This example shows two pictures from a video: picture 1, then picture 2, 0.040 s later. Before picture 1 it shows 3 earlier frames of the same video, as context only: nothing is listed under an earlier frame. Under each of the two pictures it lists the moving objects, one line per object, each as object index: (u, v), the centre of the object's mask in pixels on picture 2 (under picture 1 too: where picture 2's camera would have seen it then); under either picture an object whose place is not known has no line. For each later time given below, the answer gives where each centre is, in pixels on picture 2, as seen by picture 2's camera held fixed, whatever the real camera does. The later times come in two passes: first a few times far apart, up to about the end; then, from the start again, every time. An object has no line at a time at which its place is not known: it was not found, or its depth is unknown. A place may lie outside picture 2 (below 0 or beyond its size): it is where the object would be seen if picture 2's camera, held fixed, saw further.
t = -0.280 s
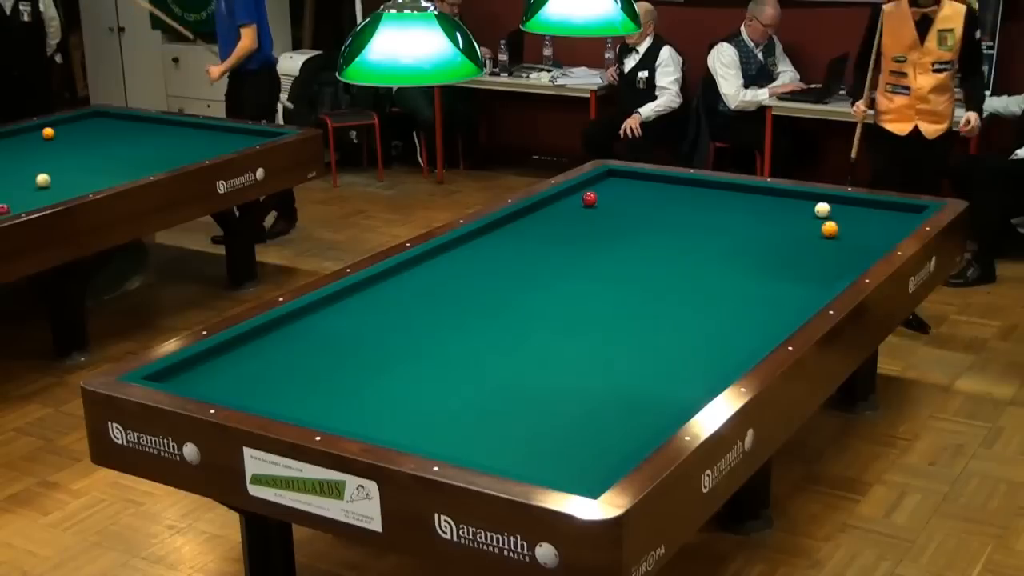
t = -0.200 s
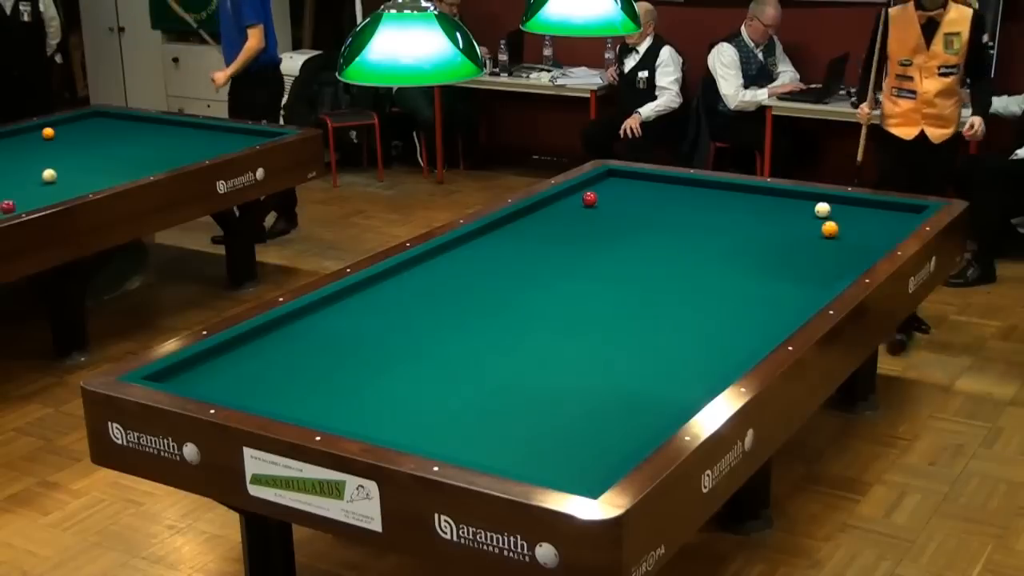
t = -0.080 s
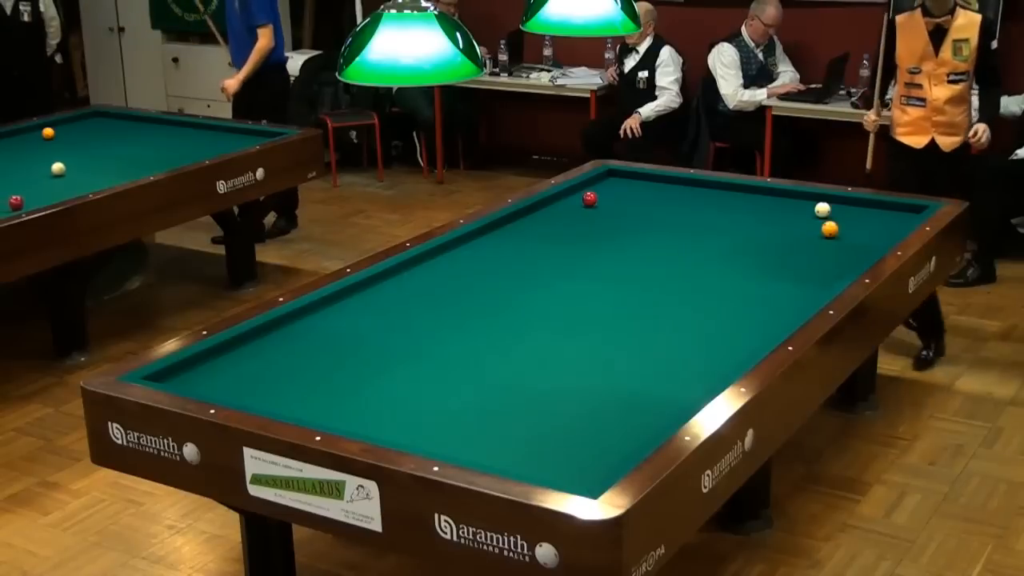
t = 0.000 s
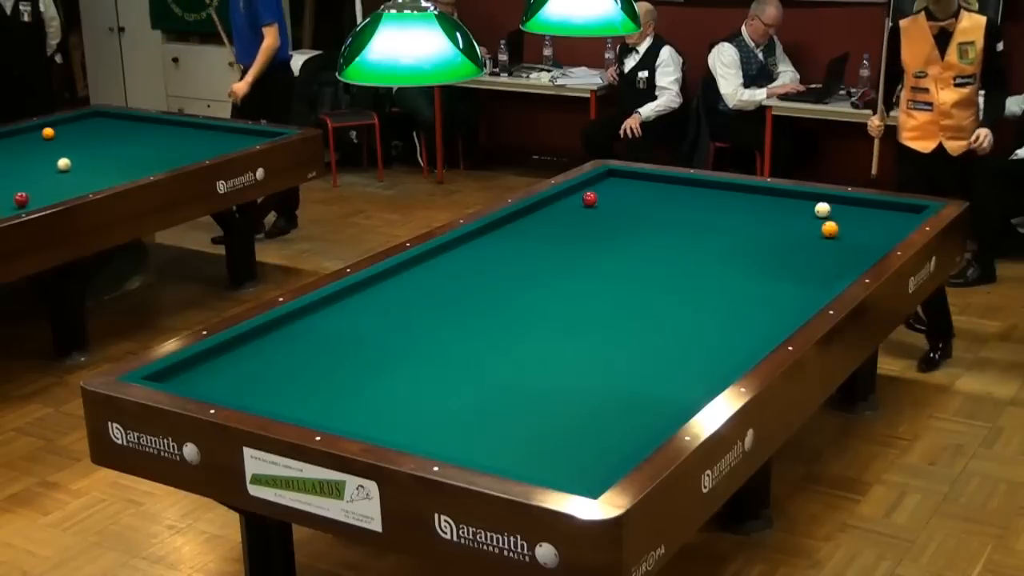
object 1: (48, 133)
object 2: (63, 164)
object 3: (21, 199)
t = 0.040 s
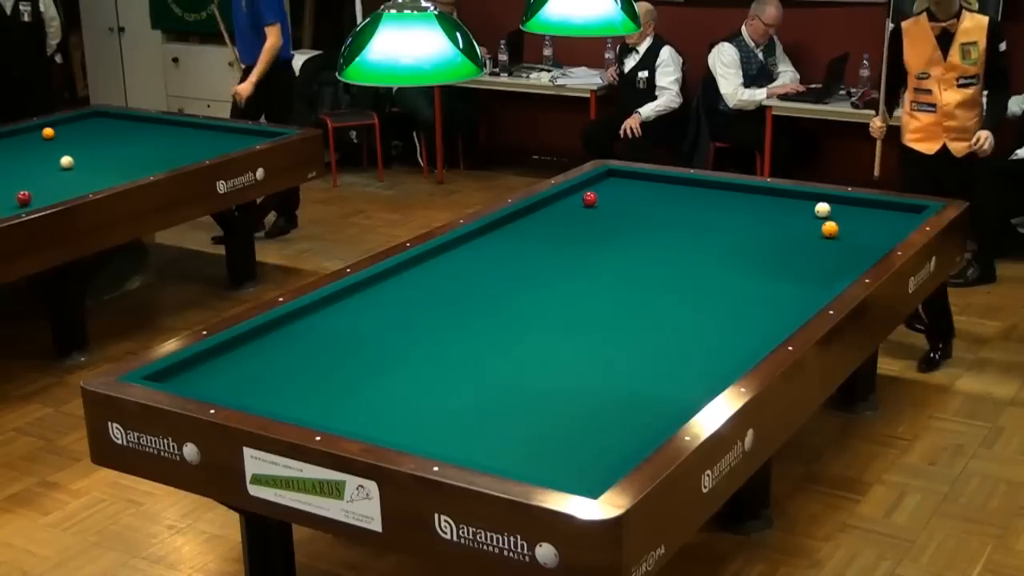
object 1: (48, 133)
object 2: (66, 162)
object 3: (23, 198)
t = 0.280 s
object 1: (48, 133)
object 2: (82, 149)
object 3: (38, 189)
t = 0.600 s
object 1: (48, 133)
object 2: (101, 135)
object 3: (57, 177)
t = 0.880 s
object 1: (48, 133)
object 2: (117, 123)
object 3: (71, 168)
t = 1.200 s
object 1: (48, 133)
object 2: (102, 117)
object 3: (86, 159)
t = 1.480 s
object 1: (48, 133)
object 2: (66, 120)
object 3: (99, 151)
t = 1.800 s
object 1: (48, 133)
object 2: (57, 127)
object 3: (112, 143)
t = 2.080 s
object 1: (42, 136)
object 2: (55, 131)
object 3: (123, 136)
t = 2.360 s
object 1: (31, 140)
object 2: (59, 133)
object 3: (133, 130)
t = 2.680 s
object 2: (63, 134)
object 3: (143, 124)
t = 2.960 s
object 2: (66, 135)
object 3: (147, 119)
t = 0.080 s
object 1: (48, 133)
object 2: (69, 160)
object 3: (26, 196)
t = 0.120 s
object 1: (48, 133)
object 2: (72, 157)
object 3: (29, 195)
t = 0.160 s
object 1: (48, 133)
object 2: (74, 155)
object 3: (31, 193)
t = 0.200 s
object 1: (48, 133)
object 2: (77, 153)
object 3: (34, 192)
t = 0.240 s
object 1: (48, 133)
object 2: (80, 151)
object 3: (36, 190)
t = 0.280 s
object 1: (48, 133)
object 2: (82, 149)
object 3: (38, 189)
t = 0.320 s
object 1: (48, 133)
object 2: (85, 147)
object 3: (41, 187)
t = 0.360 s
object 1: (48, 133)
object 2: (87, 146)
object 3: (43, 186)
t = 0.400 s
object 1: (48, 133)
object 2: (90, 144)
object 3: (45, 184)
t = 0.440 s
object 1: (48, 133)
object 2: (92, 142)
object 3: (48, 183)
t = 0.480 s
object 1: (48, 133)
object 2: (94, 140)
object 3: (50, 181)
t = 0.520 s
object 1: (48, 133)
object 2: (97, 138)
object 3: (52, 180)
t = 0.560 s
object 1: (48, 133)
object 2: (99, 136)
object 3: (54, 179)
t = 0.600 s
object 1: (48, 133)
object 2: (101, 135)
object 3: (57, 177)
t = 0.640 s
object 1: (48, 133)
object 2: (103, 133)
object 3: (59, 176)
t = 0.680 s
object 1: (48, 133)
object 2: (106, 131)
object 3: (61, 174)
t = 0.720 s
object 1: (48, 133)
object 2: (108, 130)
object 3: (63, 173)
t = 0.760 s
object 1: (48, 133)
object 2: (110, 128)
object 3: (65, 172)
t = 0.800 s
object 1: (48, 133)
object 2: (113, 126)
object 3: (67, 171)
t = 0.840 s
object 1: (48, 133)
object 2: (114, 124)
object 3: (69, 170)
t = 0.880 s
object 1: (48, 133)
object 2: (117, 123)
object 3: (71, 168)
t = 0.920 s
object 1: (48, 133)
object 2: (119, 121)
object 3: (73, 167)
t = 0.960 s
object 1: (48, 133)
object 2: (121, 120)
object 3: (75, 166)
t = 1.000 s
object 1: (48, 133)
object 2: (123, 118)
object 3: (77, 165)
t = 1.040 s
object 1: (48, 133)
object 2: (125, 116)
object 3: (79, 164)
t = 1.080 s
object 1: (48, 133)
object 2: (123, 115)
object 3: (81, 163)
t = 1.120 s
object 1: (48, 133)
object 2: (116, 116)
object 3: (83, 161)
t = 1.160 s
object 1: (48, 133)
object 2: (109, 117)
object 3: (85, 160)
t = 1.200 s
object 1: (48, 133)
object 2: (102, 117)
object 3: (86, 159)
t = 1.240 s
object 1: (48, 133)
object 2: (96, 117)
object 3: (88, 158)
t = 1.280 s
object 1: (48, 133)
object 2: (90, 118)
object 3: (90, 157)
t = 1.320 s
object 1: (48, 133)
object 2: (84, 118)
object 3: (92, 155)
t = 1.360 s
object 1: (48, 133)
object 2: (78, 118)
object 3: (94, 155)
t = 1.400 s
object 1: (48, 133)
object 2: (72, 118)
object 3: (95, 153)
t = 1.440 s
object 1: (48, 133)
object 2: (66, 119)
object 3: (97, 152)
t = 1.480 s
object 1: (48, 133)
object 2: (66, 120)
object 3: (99, 151)
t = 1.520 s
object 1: (48, 133)
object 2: (65, 121)
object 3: (101, 150)
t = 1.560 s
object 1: (48, 133)
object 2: (64, 121)
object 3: (102, 149)
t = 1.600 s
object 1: (48, 133)
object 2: (63, 122)
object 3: (104, 148)
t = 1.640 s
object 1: (48, 133)
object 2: (62, 123)
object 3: (106, 147)
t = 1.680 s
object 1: (48, 133)
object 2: (61, 124)
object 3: (107, 146)
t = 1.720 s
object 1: (48, 133)
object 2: (59, 125)
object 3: (109, 145)
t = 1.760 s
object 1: (48, 133)
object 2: (58, 126)
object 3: (110, 144)
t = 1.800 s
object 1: (48, 133)
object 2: (57, 127)
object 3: (112, 143)
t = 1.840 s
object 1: (47, 133)
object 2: (56, 128)
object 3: (114, 142)
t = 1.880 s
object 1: (47, 133)
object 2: (56, 128)
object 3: (115, 141)
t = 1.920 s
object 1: (47, 133)
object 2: (55, 129)
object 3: (117, 140)
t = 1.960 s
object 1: (46, 134)
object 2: (55, 129)
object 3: (118, 139)
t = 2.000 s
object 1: (45, 134)
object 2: (55, 130)
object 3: (120, 138)
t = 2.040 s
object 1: (43, 135)
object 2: (55, 131)
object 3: (121, 137)
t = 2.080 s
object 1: (42, 136)
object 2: (55, 131)
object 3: (123, 136)
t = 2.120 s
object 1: (40, 136)
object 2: (56, 131)
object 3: (125, 135)
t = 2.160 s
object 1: (38, 137)
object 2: (57, 132)
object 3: (126, 135)
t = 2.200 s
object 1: (37, 137)
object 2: (57, 132)
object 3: (127, 134)
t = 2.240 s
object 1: (35, 138)
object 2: (58, 132)
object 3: (129, 133)
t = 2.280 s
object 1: (34, 139)
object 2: (58, 132)
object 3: (130, 132)
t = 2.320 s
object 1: (32, 139)
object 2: (59, 132)
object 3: (132, 131)
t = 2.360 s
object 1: (31, 140)
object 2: (59, 133)
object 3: (133, 130)
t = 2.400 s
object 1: (29, 140)
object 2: (60, 133)
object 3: (134, 129)
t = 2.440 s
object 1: (28, 141)
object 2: (60, 133)
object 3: (135, 129)
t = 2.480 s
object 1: (26, 142)
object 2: (61, 133)
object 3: (137, 128)
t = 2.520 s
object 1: (25, 142)
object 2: (61, 133)
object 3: (138, 127)
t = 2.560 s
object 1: (23, 143)
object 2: (62, 133)
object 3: (139, 126)
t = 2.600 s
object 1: (22, 144)
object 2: (62, 134)
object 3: (141, 125)
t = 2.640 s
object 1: (20, 144)
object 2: (63, 134)
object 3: (142, 124)
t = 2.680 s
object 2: (63, 134)
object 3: (143, 124)
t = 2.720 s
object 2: (64, 134)
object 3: (145, 123)
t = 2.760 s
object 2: (64, 134)
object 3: (146, 122)
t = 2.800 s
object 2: (65, 135)
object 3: (147, 121)
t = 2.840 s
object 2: (65, 135)
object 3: (148, 121)
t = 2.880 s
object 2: (65, 135)
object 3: (149, 120)
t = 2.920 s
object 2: (66, 135)
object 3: (150, 119)
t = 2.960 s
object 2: (66, 135)
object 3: (147, 119)
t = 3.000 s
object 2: (67, 136)
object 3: (145, 120)
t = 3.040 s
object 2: (67, 136)
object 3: (142, 120)
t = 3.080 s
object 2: (68, 136)
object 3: (139, 120)
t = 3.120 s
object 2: (68, 136)
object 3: (136, 120)
